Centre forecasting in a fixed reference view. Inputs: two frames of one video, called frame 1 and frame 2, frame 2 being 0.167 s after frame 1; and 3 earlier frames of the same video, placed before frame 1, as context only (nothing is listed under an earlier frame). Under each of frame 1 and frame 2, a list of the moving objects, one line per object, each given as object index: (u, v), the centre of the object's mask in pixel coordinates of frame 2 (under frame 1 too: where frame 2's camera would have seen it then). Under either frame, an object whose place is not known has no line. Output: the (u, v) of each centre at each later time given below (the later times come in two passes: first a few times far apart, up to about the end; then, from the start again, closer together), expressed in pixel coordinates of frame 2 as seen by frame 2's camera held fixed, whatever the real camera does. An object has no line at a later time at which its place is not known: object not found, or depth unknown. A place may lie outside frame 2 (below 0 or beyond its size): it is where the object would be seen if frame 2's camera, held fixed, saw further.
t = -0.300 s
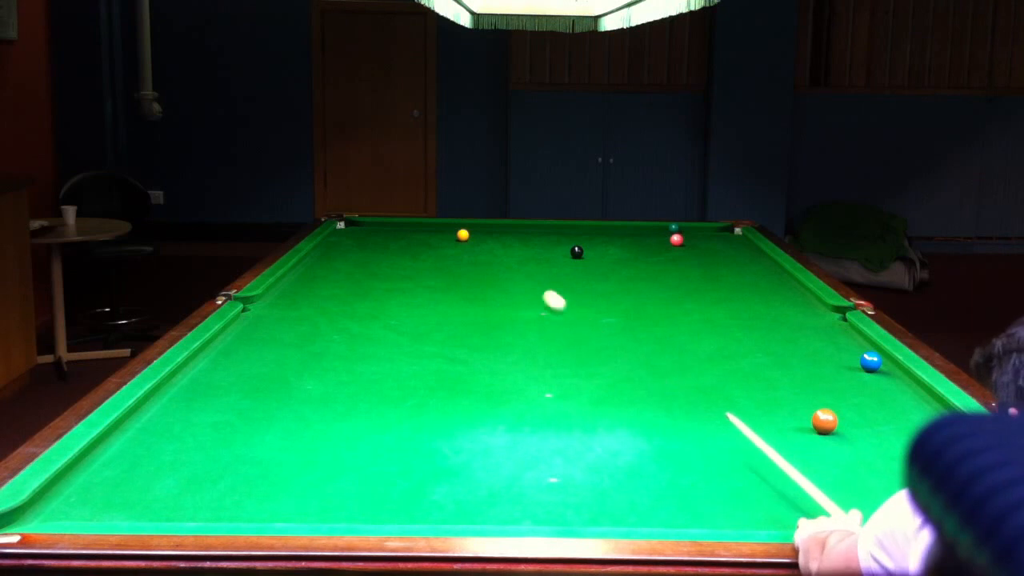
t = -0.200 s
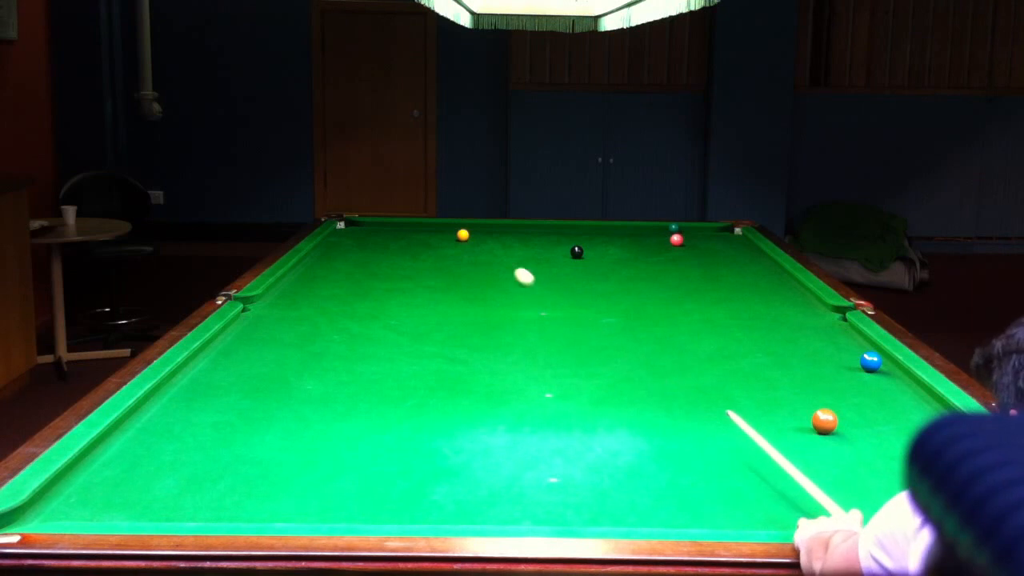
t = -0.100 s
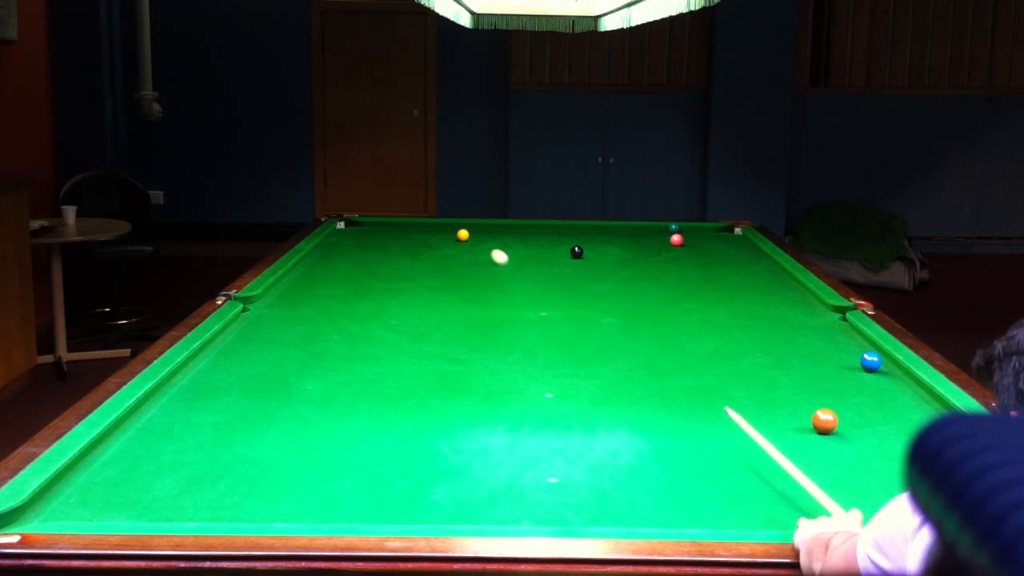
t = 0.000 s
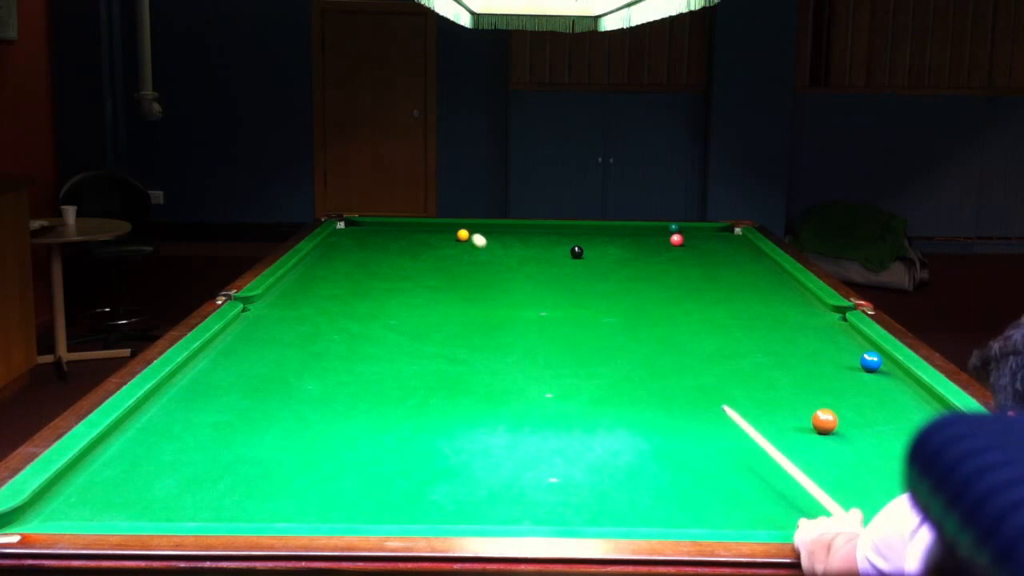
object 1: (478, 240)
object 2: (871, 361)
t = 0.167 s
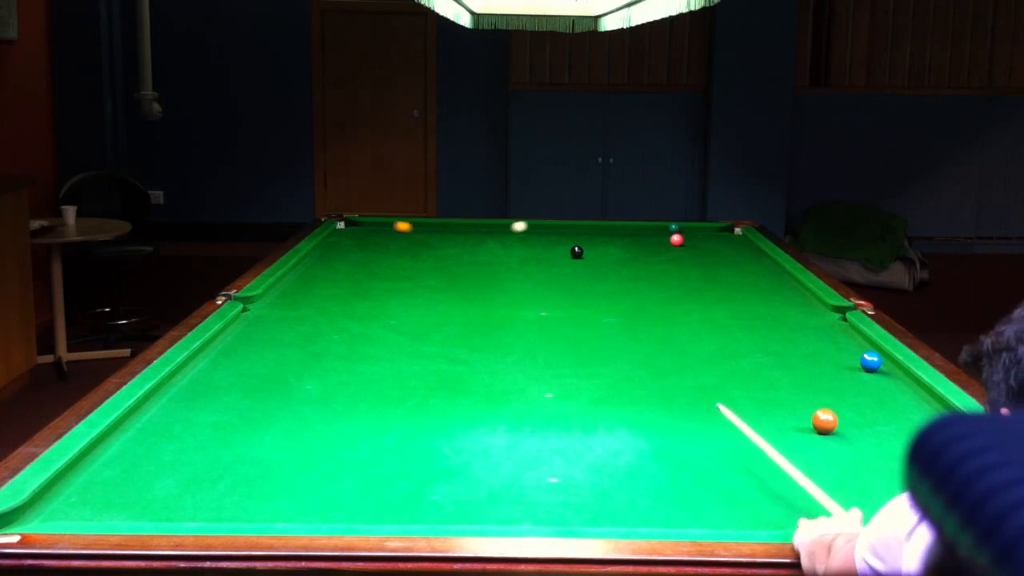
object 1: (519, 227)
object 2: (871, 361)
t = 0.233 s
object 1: (535, 226)
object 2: (871, 361)
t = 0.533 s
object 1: (585, 244)
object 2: (871, 361)
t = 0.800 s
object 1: (624, 260)
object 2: (871, 361)
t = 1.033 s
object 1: (664, 274)
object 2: (871, 361)
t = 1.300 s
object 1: (715, 294)
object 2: (871, 361)
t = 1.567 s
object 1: (774, 316)
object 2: (871, 361)
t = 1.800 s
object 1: (833, 337)
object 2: (871, 361)
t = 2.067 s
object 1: (884, 361)
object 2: (861, 364)
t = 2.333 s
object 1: (880, 374)
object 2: (831, 374)
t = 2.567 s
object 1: (876, 386)
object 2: (805, 382)
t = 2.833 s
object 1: (871, 399)
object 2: (777, 391)
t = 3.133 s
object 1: (864, 414)
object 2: (742, 404)
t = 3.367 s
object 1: (858, 426)
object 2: (721, 409)
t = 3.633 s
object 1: (851, 439)
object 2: (695, 418)
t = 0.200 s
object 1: (528, 225)
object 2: (871, 361)
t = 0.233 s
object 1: (535, 226)
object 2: (871, 361)
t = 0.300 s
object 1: (547, 231)
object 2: (871, 361)
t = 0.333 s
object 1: (553, 233)
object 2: (871, 361)
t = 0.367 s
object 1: (558, 235)
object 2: (871, 361)
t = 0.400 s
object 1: (564, 237)
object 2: (871, 361)
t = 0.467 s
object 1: (574, 241)
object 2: (871, 361)
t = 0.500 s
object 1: (580, 242)
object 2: (871, 361)
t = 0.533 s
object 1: (585, 244)
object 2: (871, 361)
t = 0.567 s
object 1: (589, 247)
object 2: (871, 361)
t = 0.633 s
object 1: (599, 250)
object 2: (871, 361)
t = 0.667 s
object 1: (604, 252)
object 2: (871, 361)
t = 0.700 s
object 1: (609, 254)
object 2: (871, 361)
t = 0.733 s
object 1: (614, 256)
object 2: (871, 361)
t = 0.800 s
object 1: (624, 260)
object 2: (871, 361)
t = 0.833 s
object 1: (630, 262)
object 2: (871, 361)
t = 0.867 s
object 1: (635, 264)
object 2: (871, 361)
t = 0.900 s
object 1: (641, 266)
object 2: (871, 361)
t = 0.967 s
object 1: (652, 270)
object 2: (870, 361)
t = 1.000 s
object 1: (658, 272)
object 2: (871, 361)
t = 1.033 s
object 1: (664, 274)
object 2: (871, 361)
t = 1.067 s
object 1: (670, 277)
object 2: (871, 361)
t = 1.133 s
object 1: (682, 281)
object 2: (871, 361)
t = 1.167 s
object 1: (688, 284)
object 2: (871, 361)
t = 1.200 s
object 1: (695, 286)
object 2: (871, 361)
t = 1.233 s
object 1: (701, 288)
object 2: (871, 361)
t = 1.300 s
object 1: (715, 294)
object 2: (871, 361)
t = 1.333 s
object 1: (721, 296)
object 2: (871, 361)
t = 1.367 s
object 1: (729, 299)
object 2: (871, 361)
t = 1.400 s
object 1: (736, 301)
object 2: (871, 361)
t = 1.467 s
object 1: (751, 307)
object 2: (871, 361)
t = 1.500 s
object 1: (758, 310)
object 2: (871, 361)
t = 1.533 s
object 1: (766, 312)
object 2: (871, 361)
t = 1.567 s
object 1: (774, 316)
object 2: (871, 361)
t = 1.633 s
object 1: (790, 321)
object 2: (871, 361)
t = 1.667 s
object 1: (798, 325)
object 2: (871, 361)
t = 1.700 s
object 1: (806, 328)
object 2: (871, 361)
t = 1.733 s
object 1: (815, 331)
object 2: (870, 361)
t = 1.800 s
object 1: (833, 337)
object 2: (871, 361)
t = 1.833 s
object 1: (842, 341)
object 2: (870, 361)
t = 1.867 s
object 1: (851, 344)
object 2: (870, 361)
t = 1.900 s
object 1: (859, 347)
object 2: (871, 362)
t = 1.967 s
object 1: (883, 354)
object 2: (870, 362)
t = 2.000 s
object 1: (885, 358)
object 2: (869, 362)
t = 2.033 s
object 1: (885, 360)
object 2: (865, 363)
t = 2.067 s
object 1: (884, 361)
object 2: (861, 364)
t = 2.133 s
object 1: (883, 364)
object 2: (853, 367)
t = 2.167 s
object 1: (883, 366)
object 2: (850, 368)
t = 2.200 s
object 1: (883, 367)
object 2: (846, 369)
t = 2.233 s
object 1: (882, 369)
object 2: (842, 370)
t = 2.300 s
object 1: (881, 373)
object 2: (835, 372)
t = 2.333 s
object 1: (880, 374)
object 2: (831, 374)
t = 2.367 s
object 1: (880, 376)
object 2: (828, 375)
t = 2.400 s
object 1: (879, 377)
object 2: (824, 376)
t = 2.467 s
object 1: (878, 381)
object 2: (817, 378)
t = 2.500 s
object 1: (877, 382)
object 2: (813, 379)
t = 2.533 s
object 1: (877, 384)
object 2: (809, 381)
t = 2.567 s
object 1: (876, 386)
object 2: (805, 382)
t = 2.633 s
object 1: (875, 389)
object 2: (798, 384)
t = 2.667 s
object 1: (874, 391)
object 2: (794, 385)
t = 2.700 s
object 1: (874, 392)
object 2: (791, 387)
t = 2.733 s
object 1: (873, 394)
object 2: (788, 388)
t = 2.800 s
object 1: (872, 398)
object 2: (780, 390)
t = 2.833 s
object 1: (871, 399)
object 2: (777, 391)
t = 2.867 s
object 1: (870, 401)
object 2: (773, 392)
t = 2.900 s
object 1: (869, 403)
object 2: (770, 393)
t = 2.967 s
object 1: (868, 406)
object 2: (764, 394)
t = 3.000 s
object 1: (867, 408)
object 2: (762, 394)
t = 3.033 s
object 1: (866, 409)
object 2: (760, 394)
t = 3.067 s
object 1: (865, 411)
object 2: (758, 394)
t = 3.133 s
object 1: (864, 414)
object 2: (742, 404)
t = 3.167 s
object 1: (863, 416)
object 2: (740, 404)
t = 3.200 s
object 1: (862, 418)
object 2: (738, 404)
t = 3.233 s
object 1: (861, 419)
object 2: (735, 405)
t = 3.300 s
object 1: (860, 423)
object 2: (728, 407)
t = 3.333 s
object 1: (859, 424)
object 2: (725, 408)
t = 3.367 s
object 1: (858, 426)
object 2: (721, 409)
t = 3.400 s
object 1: (857, 428)
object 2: (718, 410)
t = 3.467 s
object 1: (855, 431)
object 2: (711, 413)
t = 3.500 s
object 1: (854, 433)
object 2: (708, 413)
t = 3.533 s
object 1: (853, 434)
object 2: (705, 414)
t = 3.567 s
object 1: (853, 436)
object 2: (701, 416)
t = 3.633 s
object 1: (851, 439)
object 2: (695, 418)
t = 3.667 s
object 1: (850, 441)
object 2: (692, 419)
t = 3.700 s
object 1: (849, 443)
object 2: (688, 420)
